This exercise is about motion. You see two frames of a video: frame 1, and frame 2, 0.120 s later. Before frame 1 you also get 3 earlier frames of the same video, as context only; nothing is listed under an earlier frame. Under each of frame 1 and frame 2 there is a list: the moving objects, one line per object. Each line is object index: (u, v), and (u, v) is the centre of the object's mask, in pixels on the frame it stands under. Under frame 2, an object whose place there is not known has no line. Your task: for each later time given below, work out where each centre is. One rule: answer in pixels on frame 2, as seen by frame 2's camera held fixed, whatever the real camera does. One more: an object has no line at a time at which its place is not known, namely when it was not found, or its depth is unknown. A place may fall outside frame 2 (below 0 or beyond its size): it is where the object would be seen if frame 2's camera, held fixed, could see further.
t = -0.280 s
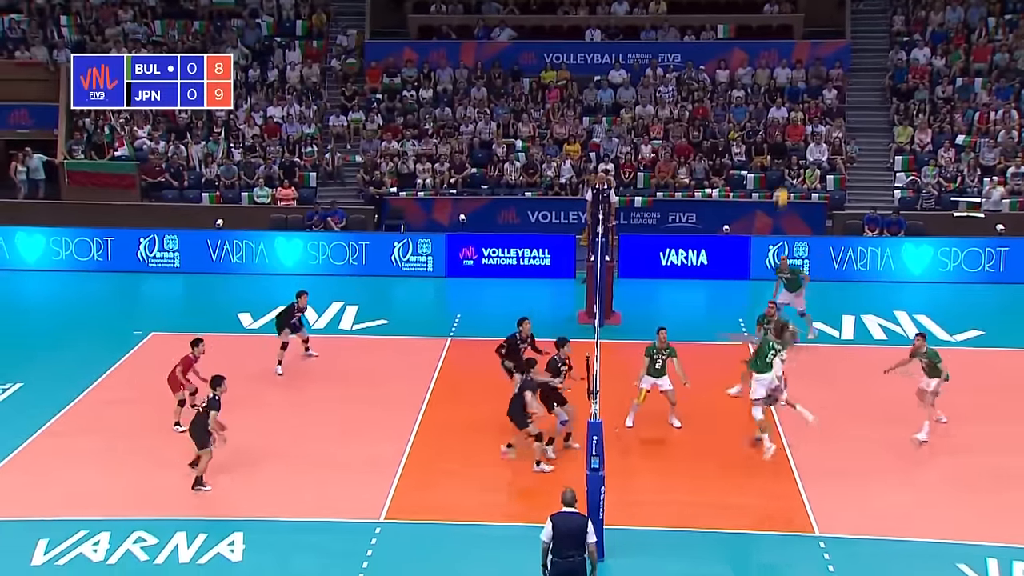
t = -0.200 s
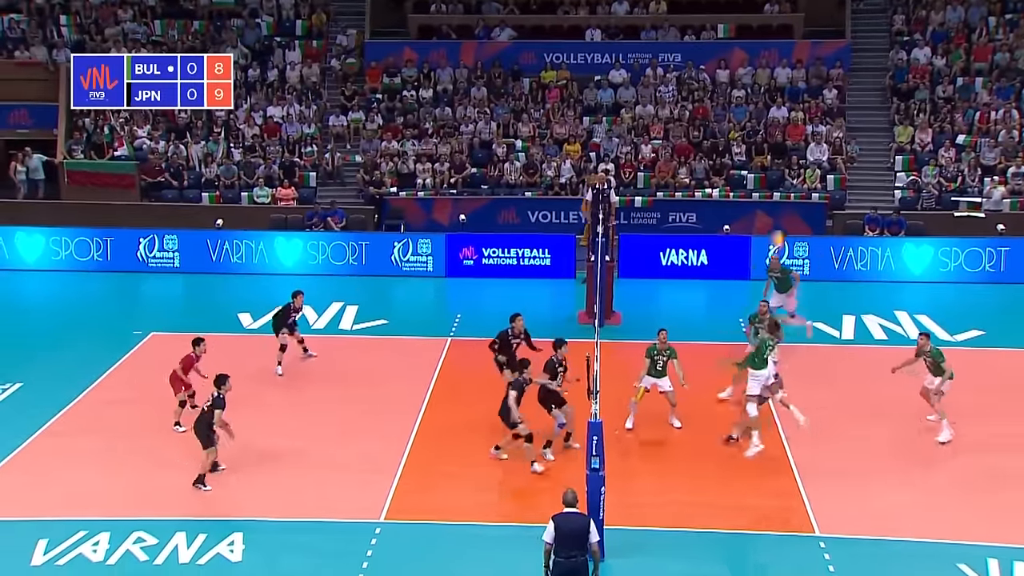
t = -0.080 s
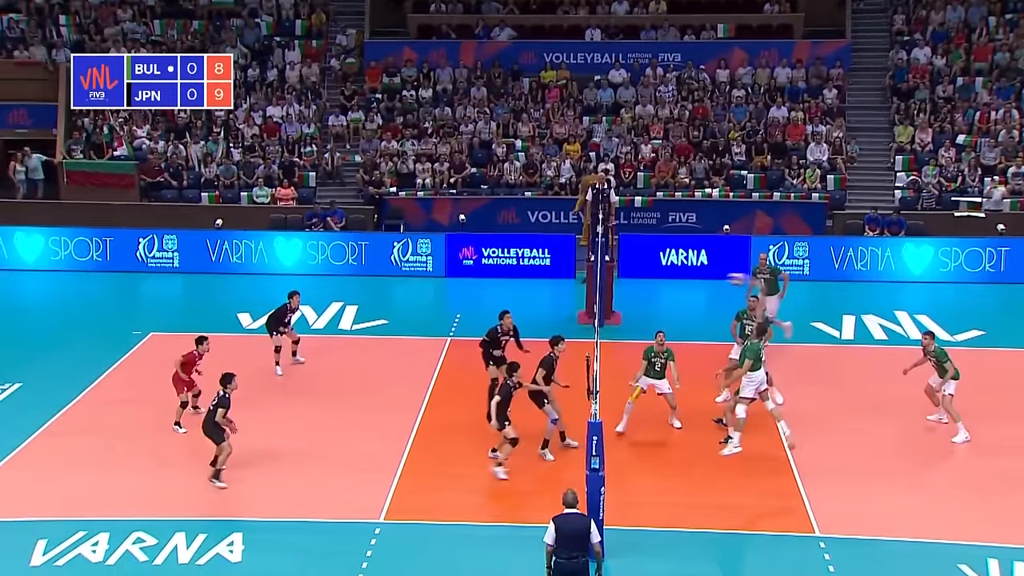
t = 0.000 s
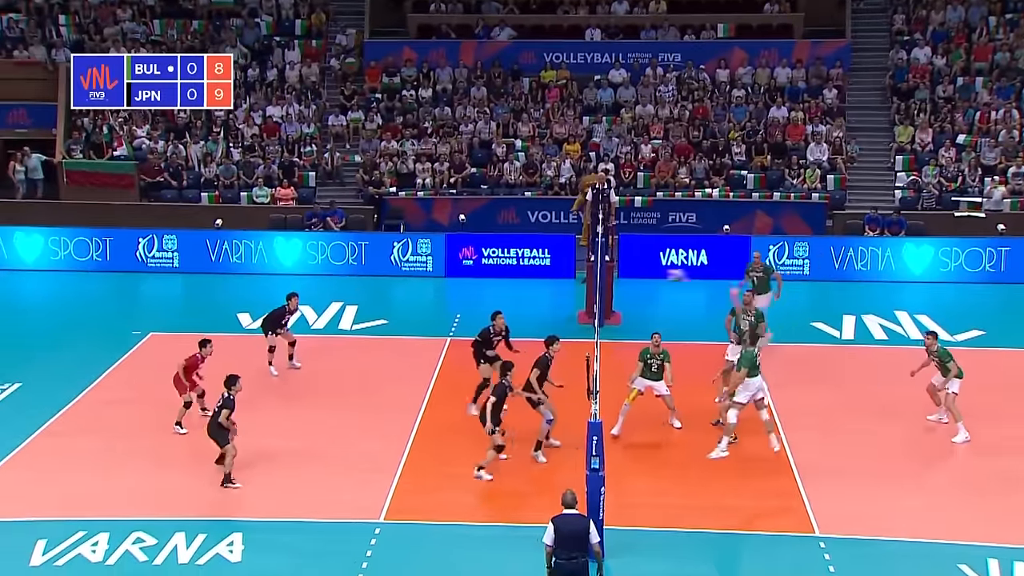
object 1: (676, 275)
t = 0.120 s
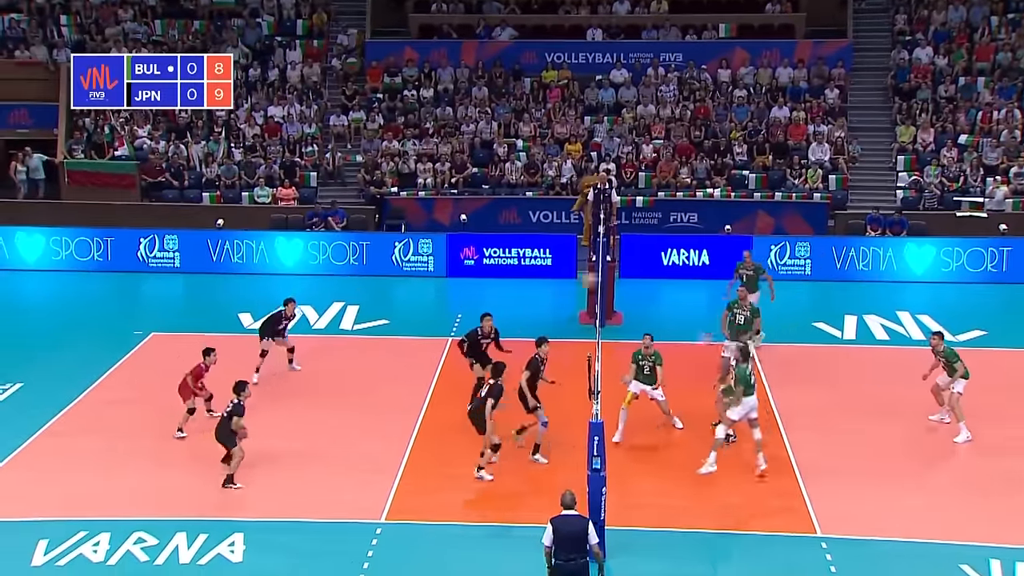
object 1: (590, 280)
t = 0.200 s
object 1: (534, 288)
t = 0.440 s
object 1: (384, 342)
